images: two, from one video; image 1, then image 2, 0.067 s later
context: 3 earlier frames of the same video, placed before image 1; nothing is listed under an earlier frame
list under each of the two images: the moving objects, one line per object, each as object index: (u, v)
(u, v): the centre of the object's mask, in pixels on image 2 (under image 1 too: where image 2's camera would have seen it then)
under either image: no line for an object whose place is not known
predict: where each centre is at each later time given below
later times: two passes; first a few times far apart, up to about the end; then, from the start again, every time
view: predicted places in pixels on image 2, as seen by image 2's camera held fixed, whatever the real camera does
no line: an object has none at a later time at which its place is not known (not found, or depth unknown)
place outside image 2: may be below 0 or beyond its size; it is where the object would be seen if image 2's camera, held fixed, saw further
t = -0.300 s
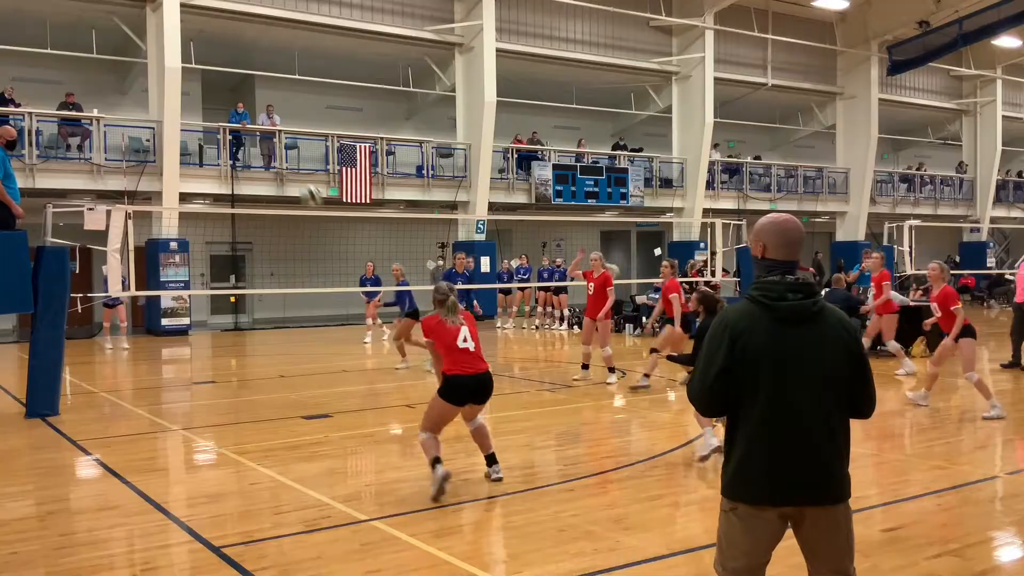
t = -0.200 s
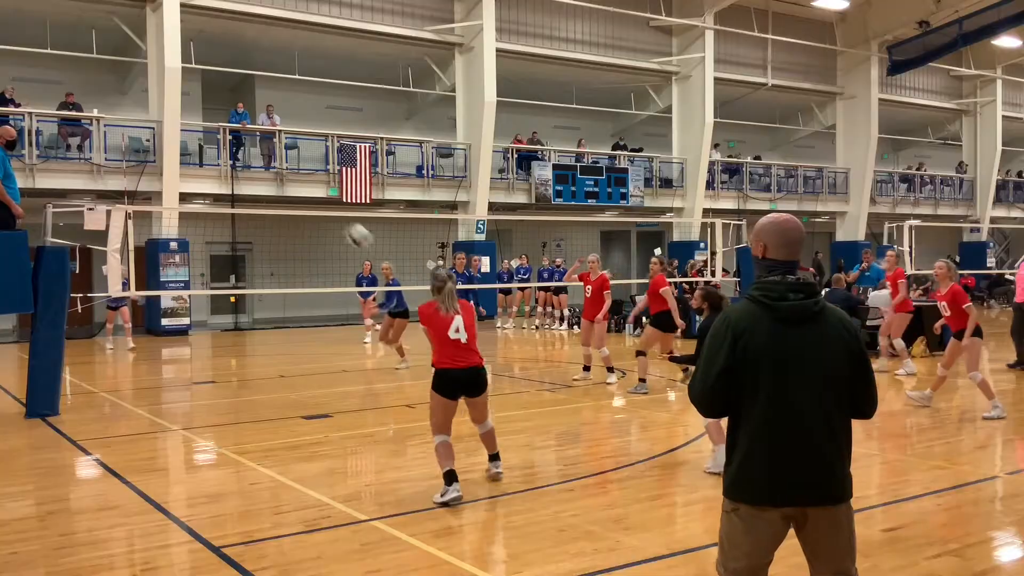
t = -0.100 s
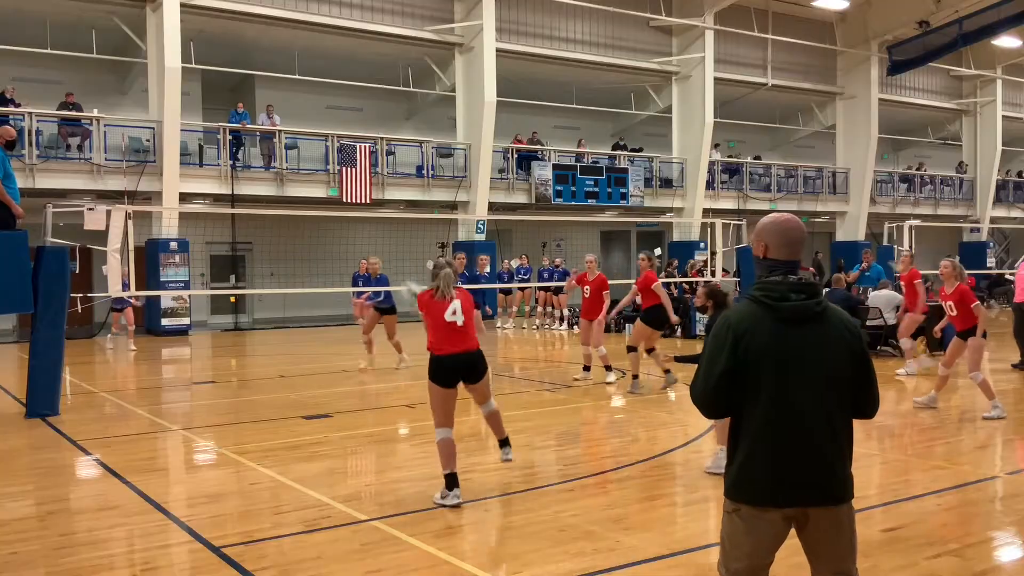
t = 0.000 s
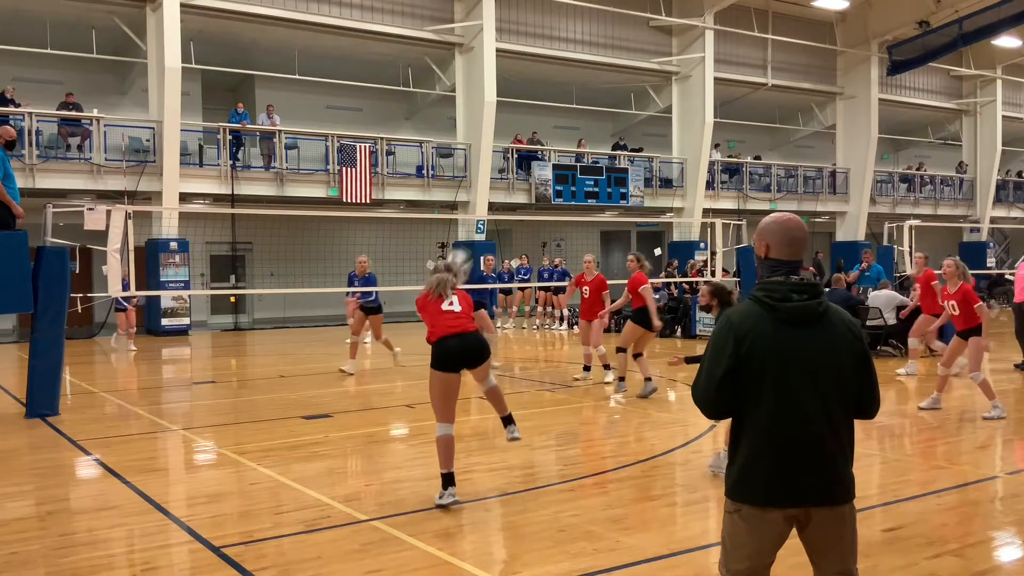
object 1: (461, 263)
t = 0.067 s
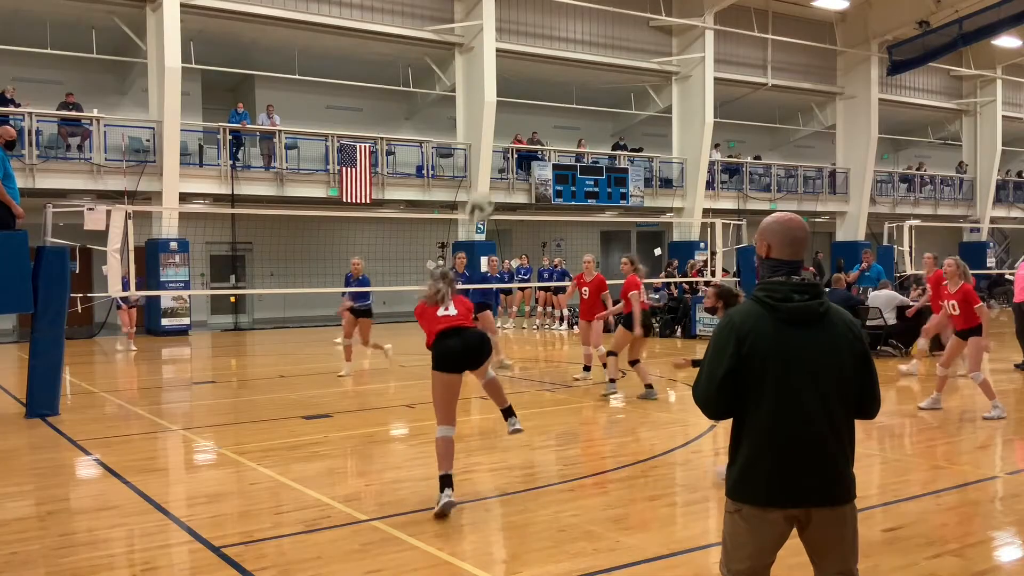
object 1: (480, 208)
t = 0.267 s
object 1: (542, 77)
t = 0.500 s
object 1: (612, 5)
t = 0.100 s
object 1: (491, 183)
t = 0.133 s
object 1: (500, 157)
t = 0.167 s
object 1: (512, 133)
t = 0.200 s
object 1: (521, 114)
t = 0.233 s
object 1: (532, 94)
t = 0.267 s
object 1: (542, 77)
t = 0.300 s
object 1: (552, 62)
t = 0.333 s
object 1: (563, 48)
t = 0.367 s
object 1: (573, 35)
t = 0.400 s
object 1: (583, 23)
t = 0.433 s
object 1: (593, 14)
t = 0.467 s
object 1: (602, 9)
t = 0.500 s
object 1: (612, 5)
